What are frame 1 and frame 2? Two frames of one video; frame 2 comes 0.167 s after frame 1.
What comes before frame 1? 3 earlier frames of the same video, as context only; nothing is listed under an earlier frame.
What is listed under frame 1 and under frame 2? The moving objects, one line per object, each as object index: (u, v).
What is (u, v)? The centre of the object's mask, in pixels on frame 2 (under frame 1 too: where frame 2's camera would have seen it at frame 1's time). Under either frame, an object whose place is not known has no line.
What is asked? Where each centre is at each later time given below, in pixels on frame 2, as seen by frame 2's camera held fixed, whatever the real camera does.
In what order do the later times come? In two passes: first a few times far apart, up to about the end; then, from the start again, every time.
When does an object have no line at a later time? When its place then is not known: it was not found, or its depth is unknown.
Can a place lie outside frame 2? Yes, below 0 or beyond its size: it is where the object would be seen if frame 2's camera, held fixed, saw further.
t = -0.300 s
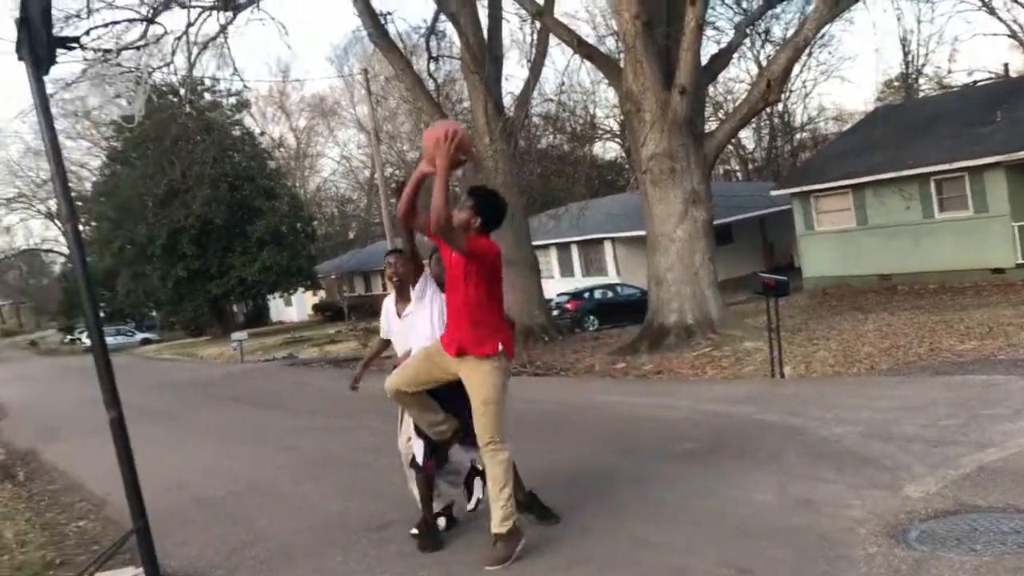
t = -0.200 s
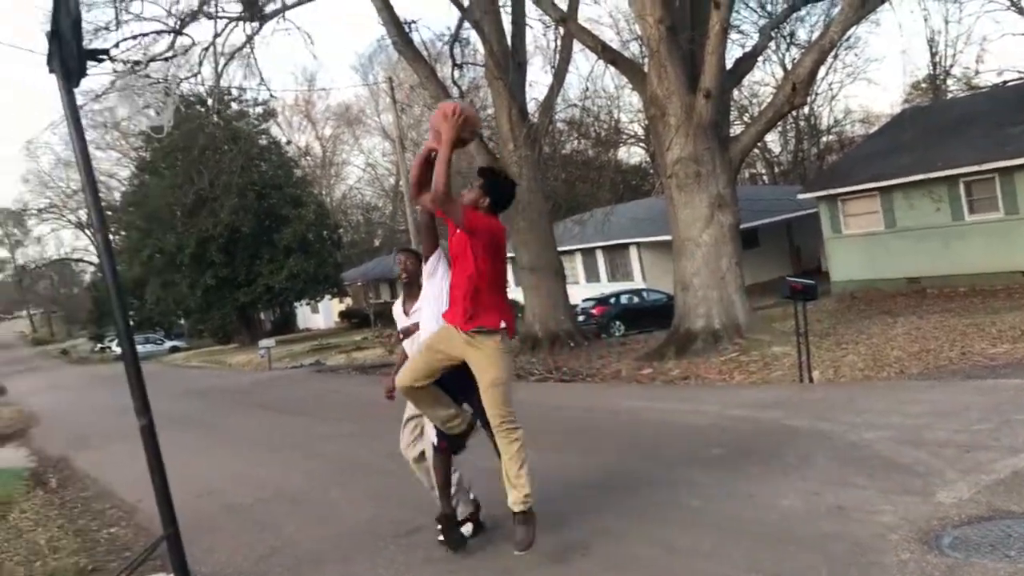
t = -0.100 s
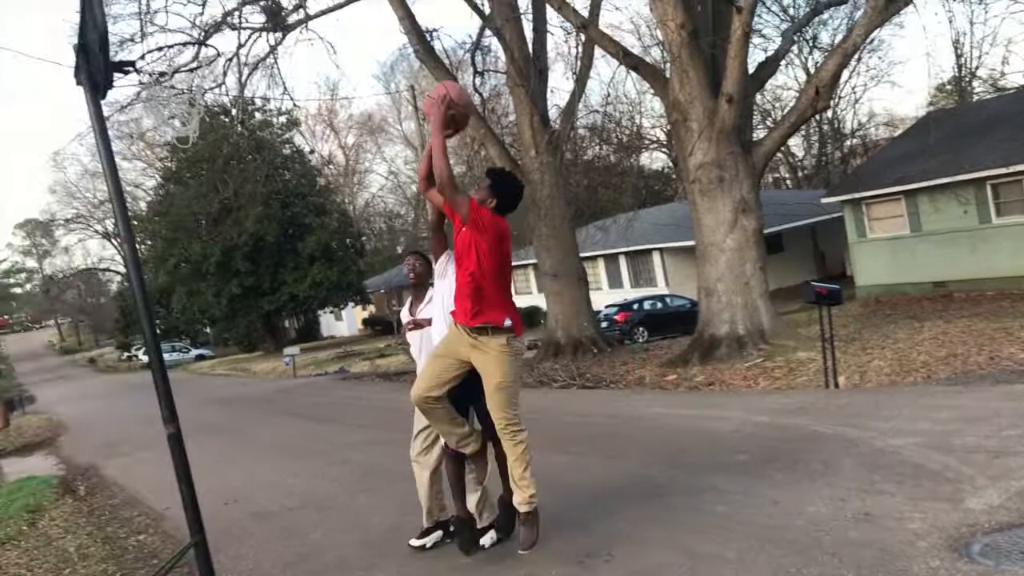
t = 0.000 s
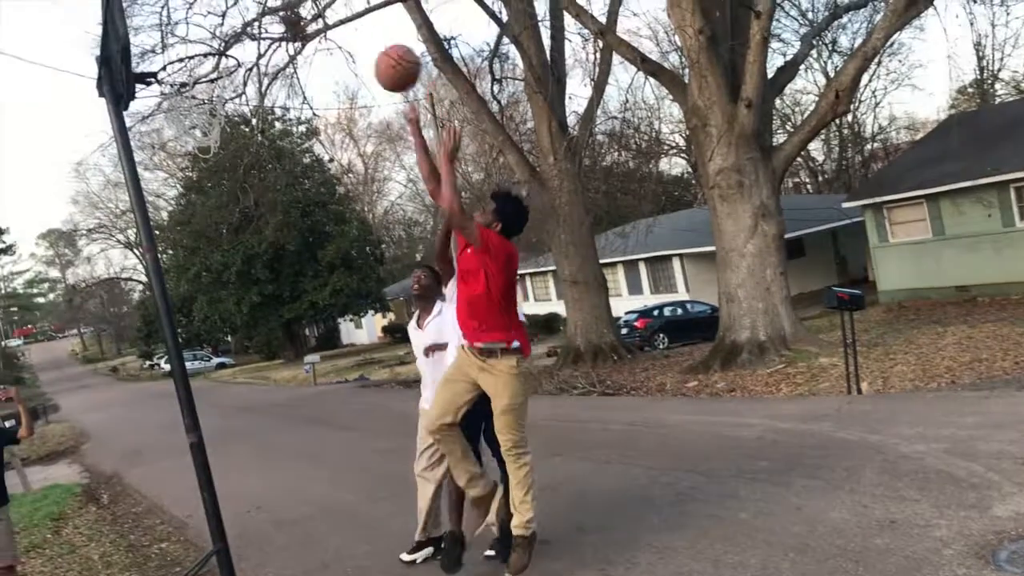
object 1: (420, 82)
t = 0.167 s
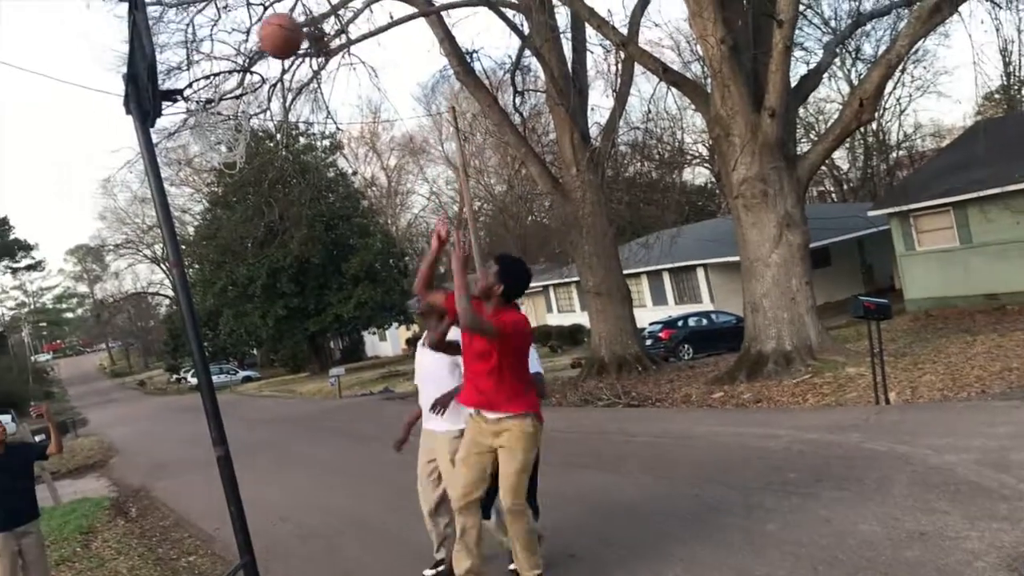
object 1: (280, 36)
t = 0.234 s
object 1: (230, 33)
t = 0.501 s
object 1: (211, 72)
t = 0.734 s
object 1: (256, 150)
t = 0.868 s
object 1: (285, 231)
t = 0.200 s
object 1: (255, 34)
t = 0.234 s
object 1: (230, 33)
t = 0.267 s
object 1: (207, 35)
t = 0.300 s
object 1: (184, 39)
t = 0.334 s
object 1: (170, 44)
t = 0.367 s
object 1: (179, 49)
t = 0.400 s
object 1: (188, 55)
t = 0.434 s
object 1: (197, 62)
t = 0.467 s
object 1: (204, 67)
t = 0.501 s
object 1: (211, 72)
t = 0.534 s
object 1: (219, 82)
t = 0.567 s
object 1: (226, 92)
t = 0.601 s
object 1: (234, 102)
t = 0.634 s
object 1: (238, 111)
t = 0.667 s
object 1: (244, 123)
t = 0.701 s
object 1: (249, 137)
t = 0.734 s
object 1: (256, 150)
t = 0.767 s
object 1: (261, 169)
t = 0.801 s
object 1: (270, 188)
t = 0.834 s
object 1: (276, 209)
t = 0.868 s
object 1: (285, 231)
